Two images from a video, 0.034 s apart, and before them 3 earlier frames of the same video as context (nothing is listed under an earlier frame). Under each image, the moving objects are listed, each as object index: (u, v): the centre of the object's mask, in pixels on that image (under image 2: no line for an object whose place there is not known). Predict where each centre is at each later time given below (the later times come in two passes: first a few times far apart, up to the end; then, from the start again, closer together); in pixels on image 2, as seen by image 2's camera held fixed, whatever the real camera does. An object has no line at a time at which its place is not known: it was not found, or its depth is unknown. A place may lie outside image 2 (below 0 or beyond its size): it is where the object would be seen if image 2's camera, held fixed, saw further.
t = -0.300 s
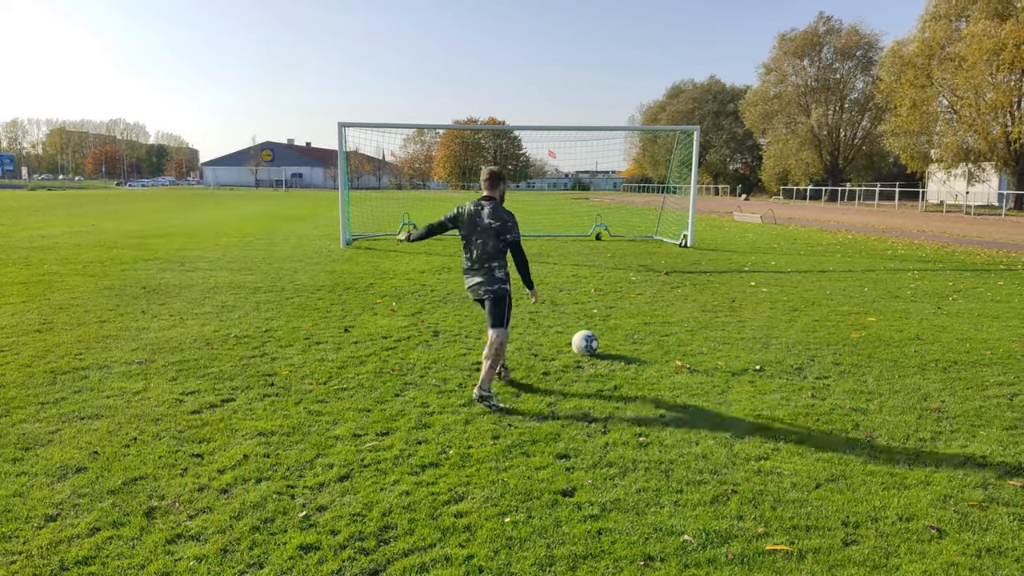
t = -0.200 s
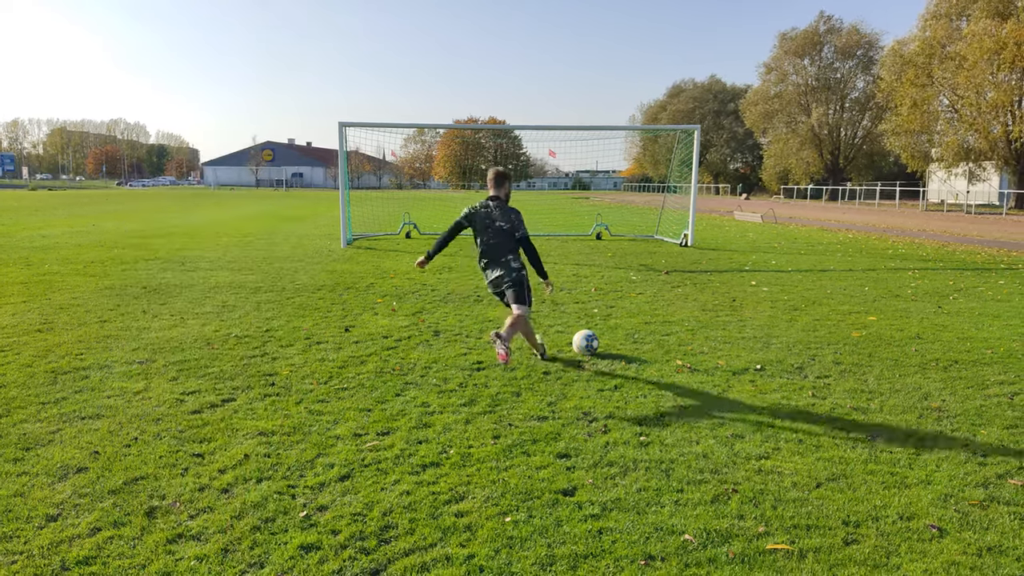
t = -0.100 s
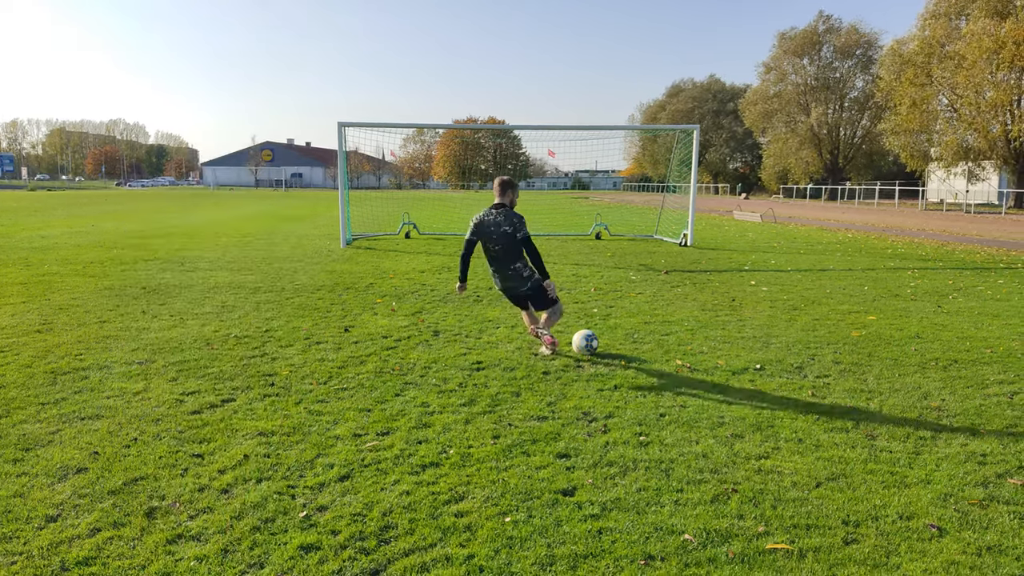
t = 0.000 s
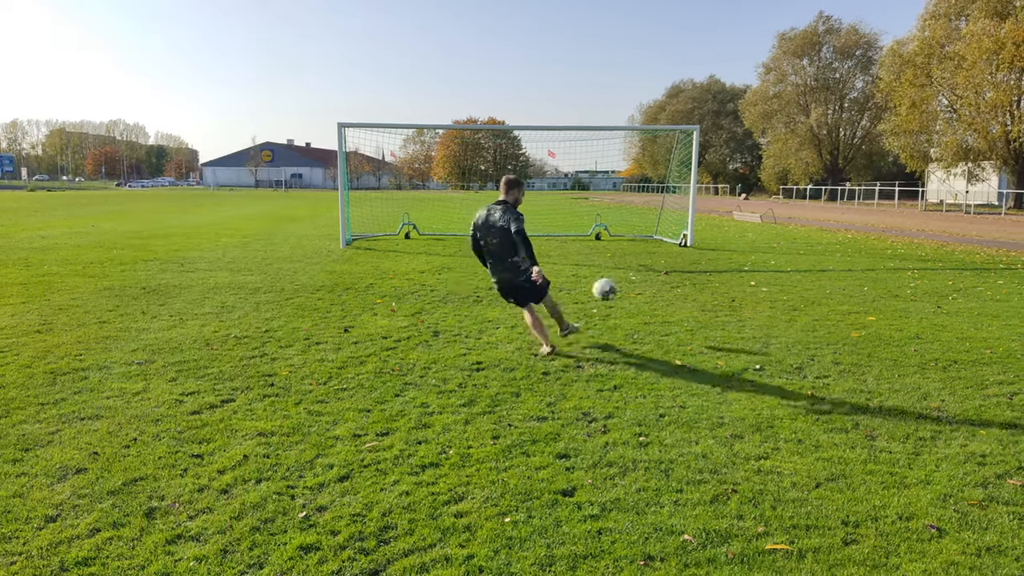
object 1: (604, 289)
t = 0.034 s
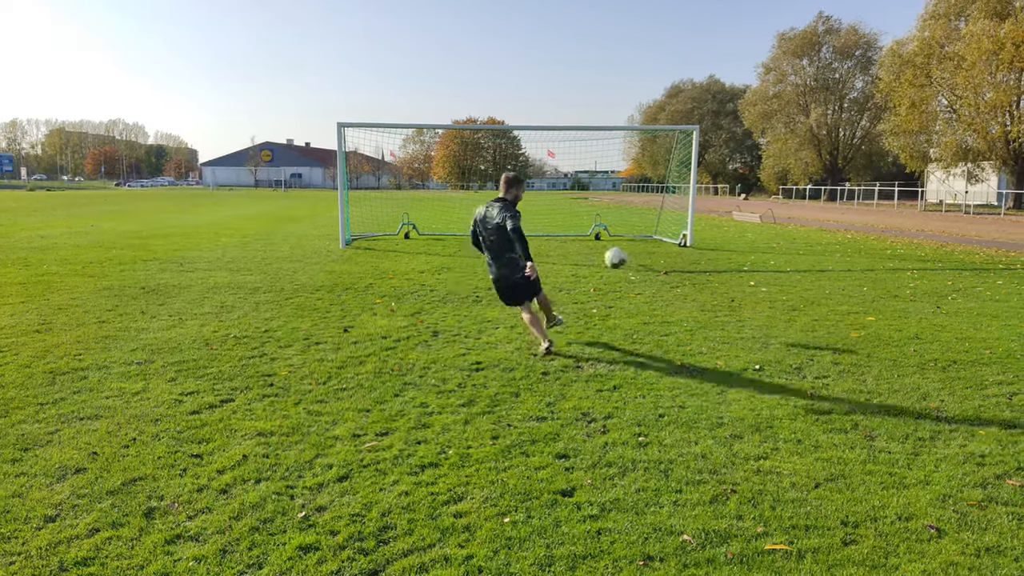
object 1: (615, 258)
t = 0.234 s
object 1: (665, 139)
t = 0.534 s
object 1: (710, 79)
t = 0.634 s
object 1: (722, 76)
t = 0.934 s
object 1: (749, 84)
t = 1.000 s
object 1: (754, 89)
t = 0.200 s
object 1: (657, 152)
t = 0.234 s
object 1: (665, 139)
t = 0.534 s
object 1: (710, 79)
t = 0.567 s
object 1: (714, 78)
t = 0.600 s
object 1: (718, 76)
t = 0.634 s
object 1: (722, 76)
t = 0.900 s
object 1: (747, 82)
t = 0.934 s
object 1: (749, 84)
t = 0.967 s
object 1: (752, 85)
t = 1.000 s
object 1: (754, 89)
